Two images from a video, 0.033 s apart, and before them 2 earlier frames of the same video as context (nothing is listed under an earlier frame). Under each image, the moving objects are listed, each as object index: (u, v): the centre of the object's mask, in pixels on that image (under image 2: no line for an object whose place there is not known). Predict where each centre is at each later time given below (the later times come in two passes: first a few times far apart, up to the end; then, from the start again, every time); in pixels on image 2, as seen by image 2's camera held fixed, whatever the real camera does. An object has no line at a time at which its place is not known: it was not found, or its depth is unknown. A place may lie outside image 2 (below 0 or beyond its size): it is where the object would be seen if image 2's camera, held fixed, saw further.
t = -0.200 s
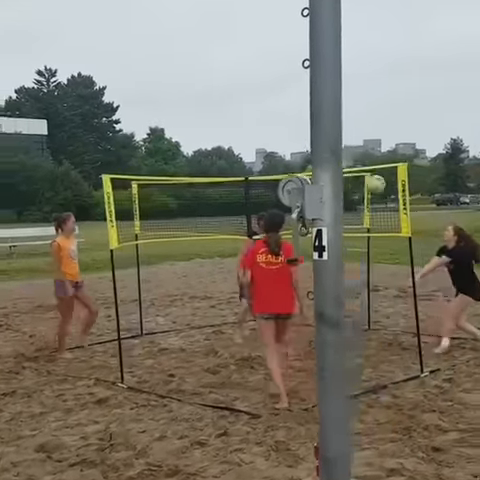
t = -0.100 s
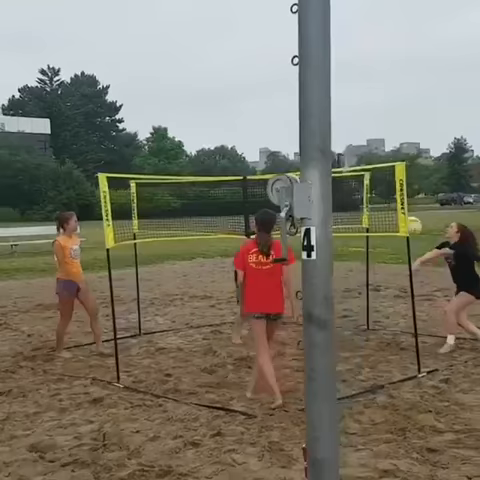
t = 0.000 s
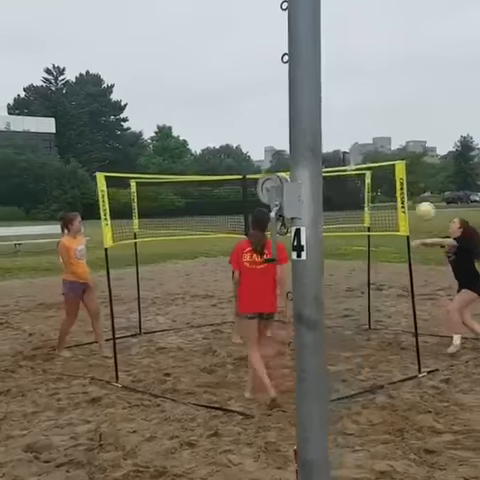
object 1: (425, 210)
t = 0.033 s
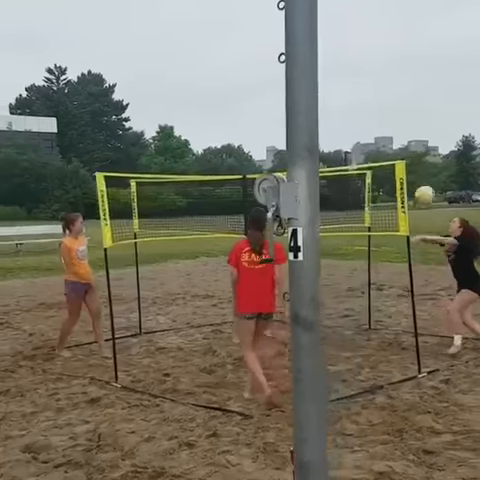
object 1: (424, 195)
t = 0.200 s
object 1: (421, 130)
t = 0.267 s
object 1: (420, 110)
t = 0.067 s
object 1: (424, 181)
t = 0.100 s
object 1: (423, 165)
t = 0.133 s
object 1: (422, 150)
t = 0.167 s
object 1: (422, 138)
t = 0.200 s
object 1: (421, 130)
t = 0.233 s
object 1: (421, 120)
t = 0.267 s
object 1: (420, 110)
